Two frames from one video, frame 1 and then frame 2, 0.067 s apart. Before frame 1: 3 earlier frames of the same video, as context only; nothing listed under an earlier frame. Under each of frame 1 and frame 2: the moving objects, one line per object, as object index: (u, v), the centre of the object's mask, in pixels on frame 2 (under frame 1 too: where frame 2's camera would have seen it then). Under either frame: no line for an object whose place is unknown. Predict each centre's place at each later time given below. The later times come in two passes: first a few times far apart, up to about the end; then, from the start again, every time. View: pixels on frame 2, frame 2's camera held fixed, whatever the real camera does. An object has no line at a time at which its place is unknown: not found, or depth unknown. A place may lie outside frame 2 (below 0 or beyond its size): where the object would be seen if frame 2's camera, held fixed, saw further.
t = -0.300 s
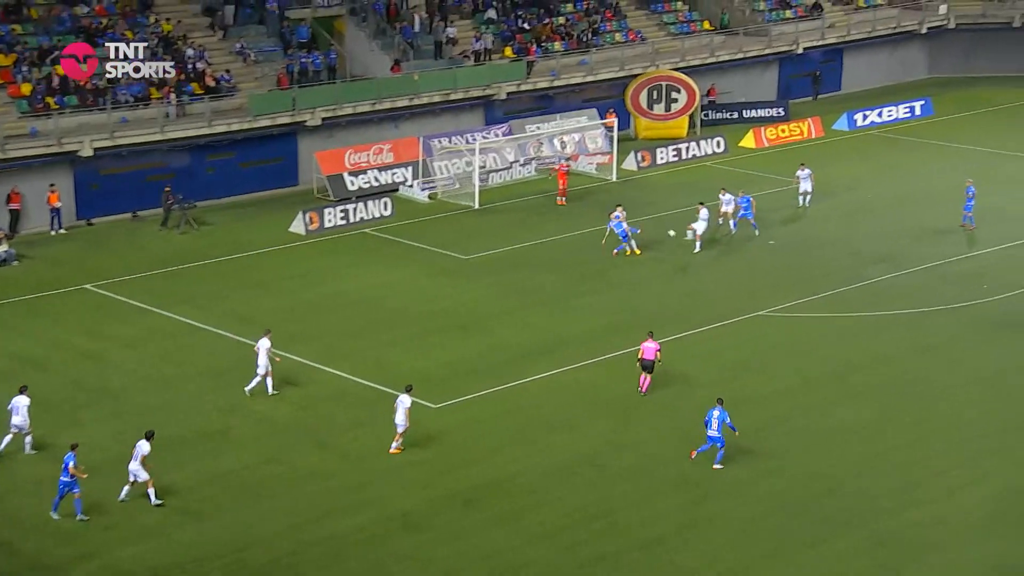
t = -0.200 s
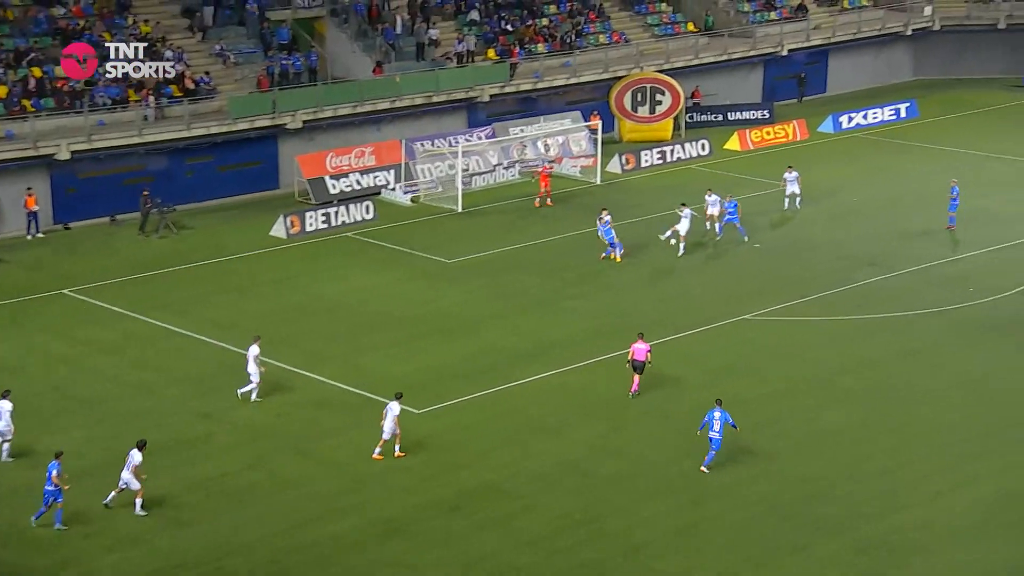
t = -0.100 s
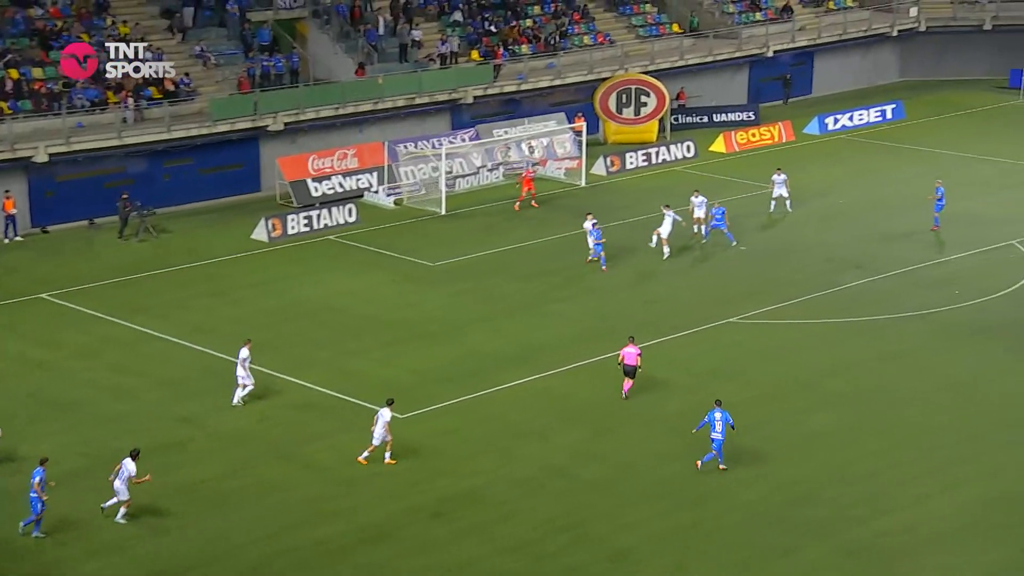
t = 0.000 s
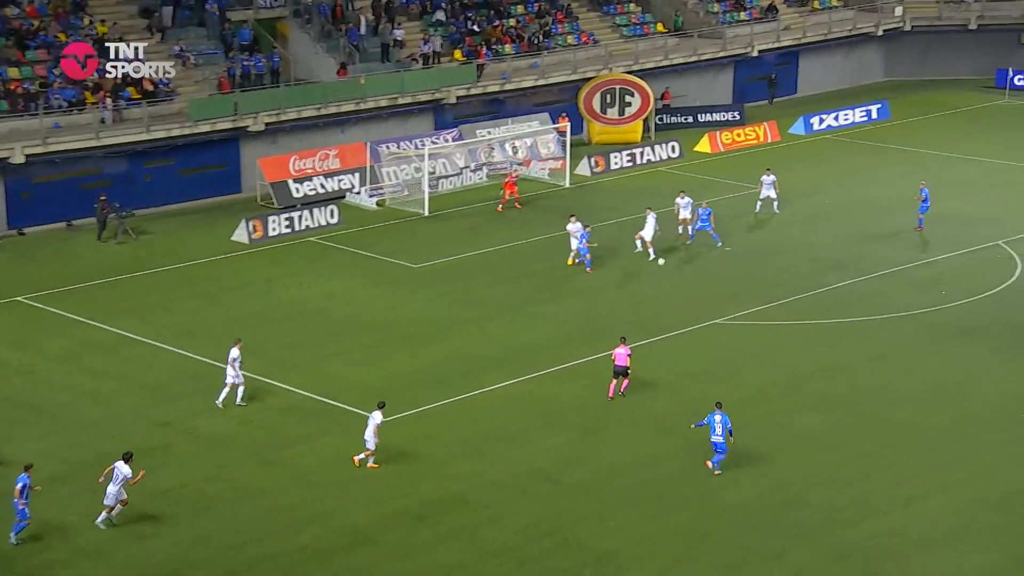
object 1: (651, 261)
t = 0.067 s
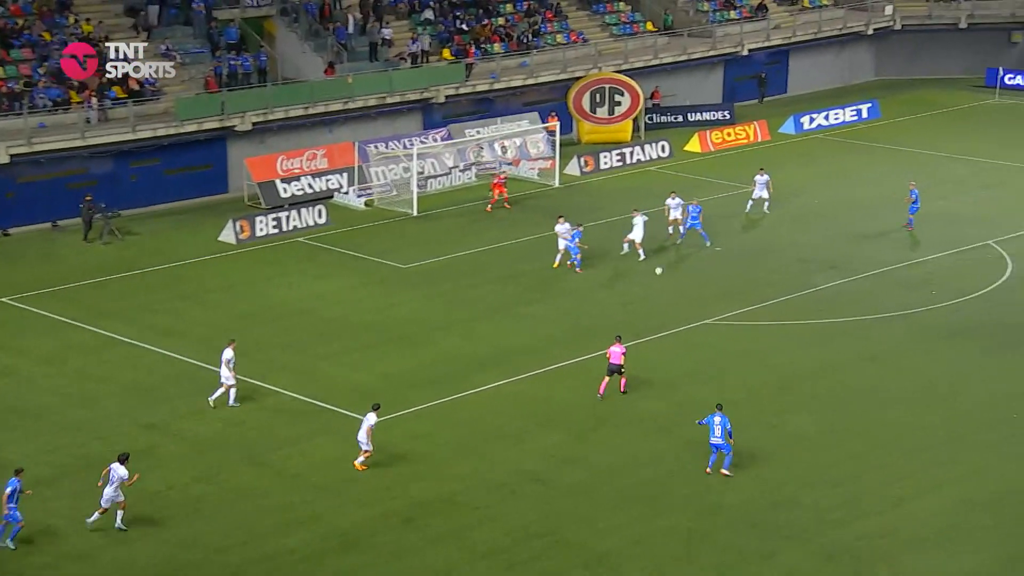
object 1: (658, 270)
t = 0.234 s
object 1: (680, 302)
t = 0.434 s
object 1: (711, 357)
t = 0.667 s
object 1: (744, 367)
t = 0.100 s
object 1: (662, 276)
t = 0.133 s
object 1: (667, 281)
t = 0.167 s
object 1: (671, 288)
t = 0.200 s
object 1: (675, 295)
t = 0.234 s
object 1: (680, 302)
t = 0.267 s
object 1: (684, 310)
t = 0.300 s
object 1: (689, 318)
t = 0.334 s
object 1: (695, 327)
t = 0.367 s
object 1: (700, 336)
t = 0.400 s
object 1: (705, 346)
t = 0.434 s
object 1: (711, 357)
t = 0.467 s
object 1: (716, 366)
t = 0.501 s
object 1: (721, 366)
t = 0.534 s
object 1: (725, 365)
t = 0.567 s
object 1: (730, 365)
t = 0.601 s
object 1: (734, 365)
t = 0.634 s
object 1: (739, 366)
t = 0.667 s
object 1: (744, 367)
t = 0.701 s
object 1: (749, 369)
